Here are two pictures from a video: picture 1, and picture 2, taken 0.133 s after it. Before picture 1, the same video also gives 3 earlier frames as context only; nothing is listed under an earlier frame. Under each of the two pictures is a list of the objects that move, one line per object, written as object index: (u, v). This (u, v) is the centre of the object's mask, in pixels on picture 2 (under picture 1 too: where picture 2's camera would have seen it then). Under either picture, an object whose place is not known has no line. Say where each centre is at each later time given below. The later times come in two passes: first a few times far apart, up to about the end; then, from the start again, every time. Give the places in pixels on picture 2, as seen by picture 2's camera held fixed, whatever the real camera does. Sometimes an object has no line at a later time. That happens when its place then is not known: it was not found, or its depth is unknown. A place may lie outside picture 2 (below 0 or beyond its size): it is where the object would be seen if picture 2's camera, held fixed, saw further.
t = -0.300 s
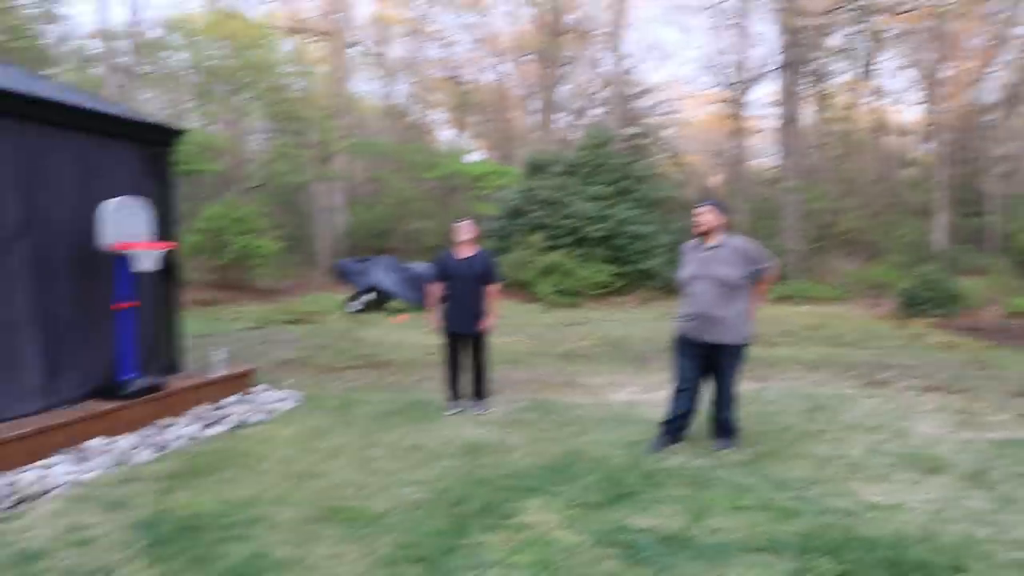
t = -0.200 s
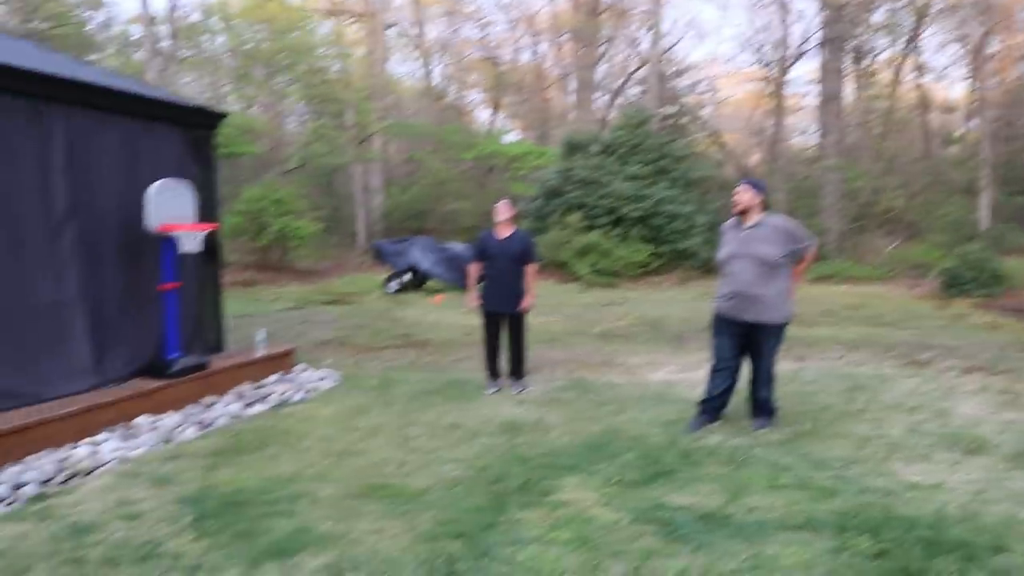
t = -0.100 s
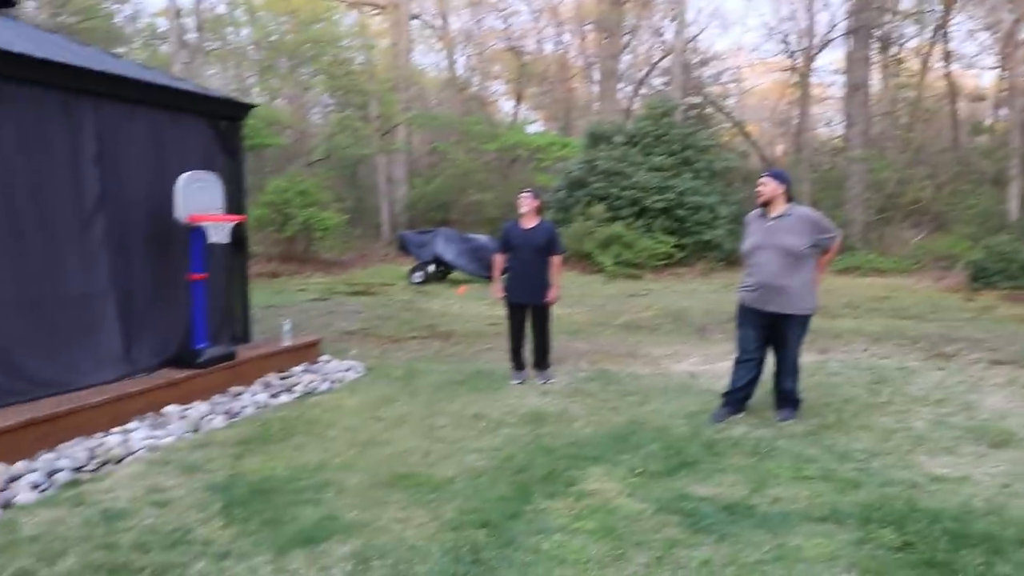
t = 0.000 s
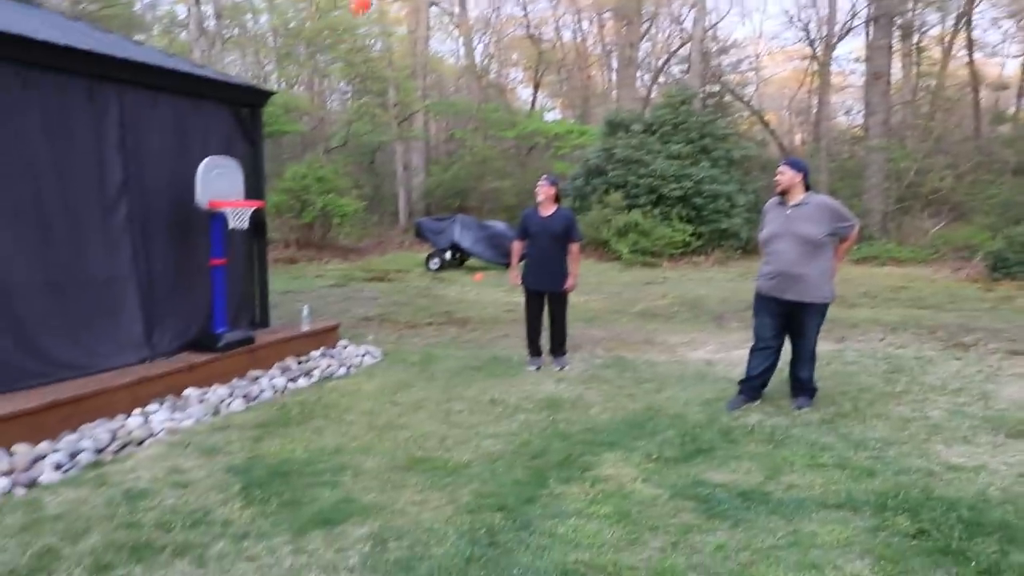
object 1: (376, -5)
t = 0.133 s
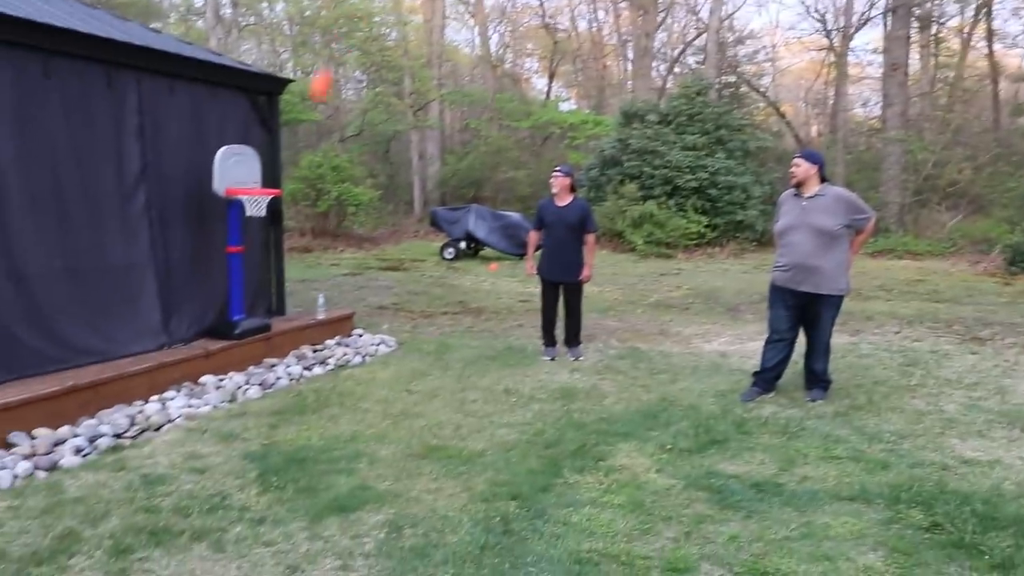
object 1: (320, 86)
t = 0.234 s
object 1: (285, 158)
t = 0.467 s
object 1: (281, 313)
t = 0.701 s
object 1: (343, 229)
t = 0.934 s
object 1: (408, 194)
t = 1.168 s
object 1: (475, 228)
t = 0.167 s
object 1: (309, 107)
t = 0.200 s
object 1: (296, 134)
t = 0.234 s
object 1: (285, 158)
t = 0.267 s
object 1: (275, 178)
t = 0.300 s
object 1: (266, 214)
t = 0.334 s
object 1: (254, 233)
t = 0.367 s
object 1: (247, 260)
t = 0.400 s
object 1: (253, 279)
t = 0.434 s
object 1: (266, 296)
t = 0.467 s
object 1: (281, 313)
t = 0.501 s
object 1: (291, 306)
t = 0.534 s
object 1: (299, 289)
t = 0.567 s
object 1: (307, 274)
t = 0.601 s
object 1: (318, 260)
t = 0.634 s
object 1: (328, 247)
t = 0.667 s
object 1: (336, 237)
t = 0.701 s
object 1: (343, 229)
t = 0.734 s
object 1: (353, 218)
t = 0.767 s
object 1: (363, 210)
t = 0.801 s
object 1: (372, 205)
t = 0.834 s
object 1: (381, 200)
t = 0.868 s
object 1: (390, 197)
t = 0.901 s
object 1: (399, 195)
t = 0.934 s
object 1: (408, 194)
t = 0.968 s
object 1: (418, 195)
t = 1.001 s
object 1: (428, 196)
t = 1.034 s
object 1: (437, 201)
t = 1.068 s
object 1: (446, 206)
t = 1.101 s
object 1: (456, 212)
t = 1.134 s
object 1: (465, 219)
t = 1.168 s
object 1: (475, 228)
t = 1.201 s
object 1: (484, 239)
